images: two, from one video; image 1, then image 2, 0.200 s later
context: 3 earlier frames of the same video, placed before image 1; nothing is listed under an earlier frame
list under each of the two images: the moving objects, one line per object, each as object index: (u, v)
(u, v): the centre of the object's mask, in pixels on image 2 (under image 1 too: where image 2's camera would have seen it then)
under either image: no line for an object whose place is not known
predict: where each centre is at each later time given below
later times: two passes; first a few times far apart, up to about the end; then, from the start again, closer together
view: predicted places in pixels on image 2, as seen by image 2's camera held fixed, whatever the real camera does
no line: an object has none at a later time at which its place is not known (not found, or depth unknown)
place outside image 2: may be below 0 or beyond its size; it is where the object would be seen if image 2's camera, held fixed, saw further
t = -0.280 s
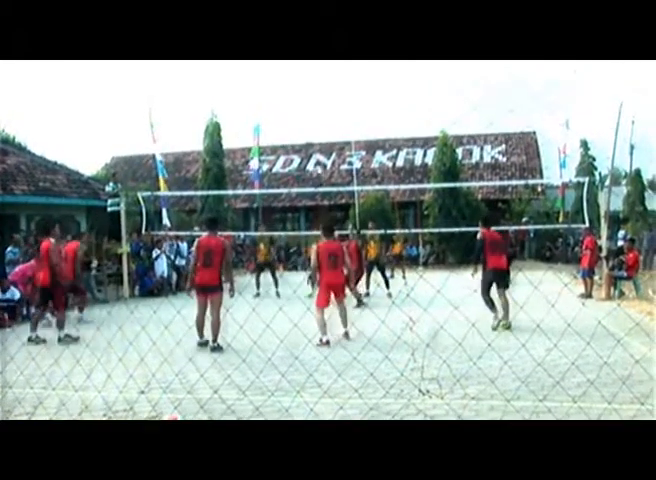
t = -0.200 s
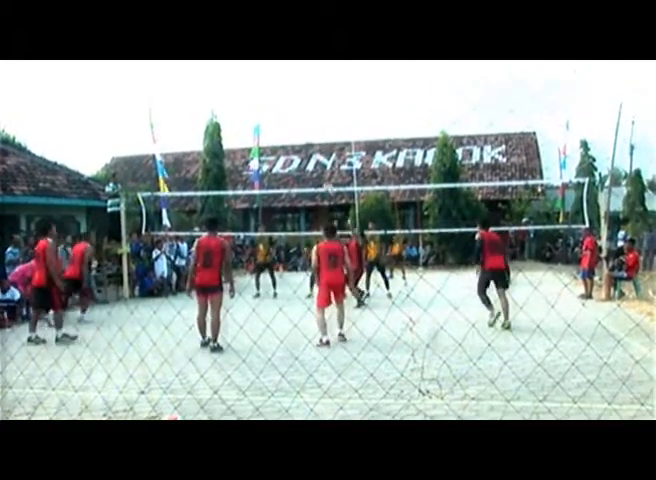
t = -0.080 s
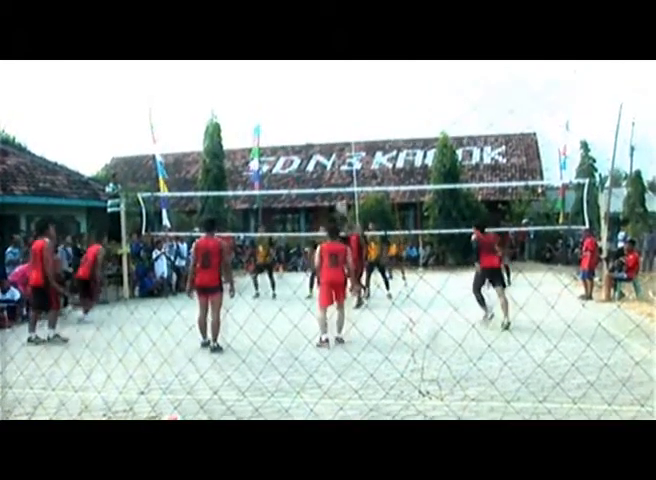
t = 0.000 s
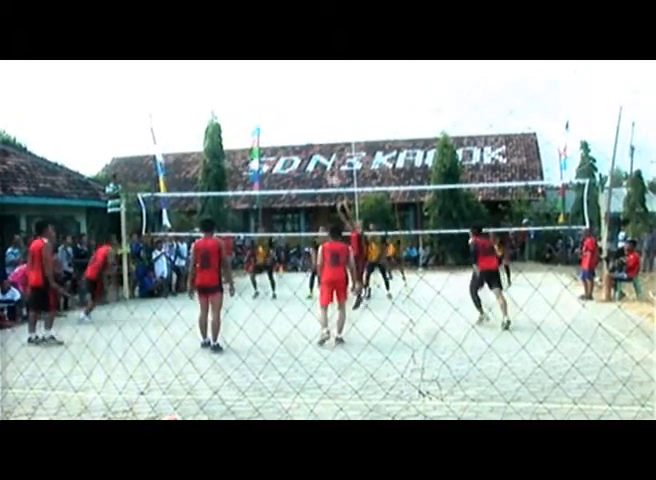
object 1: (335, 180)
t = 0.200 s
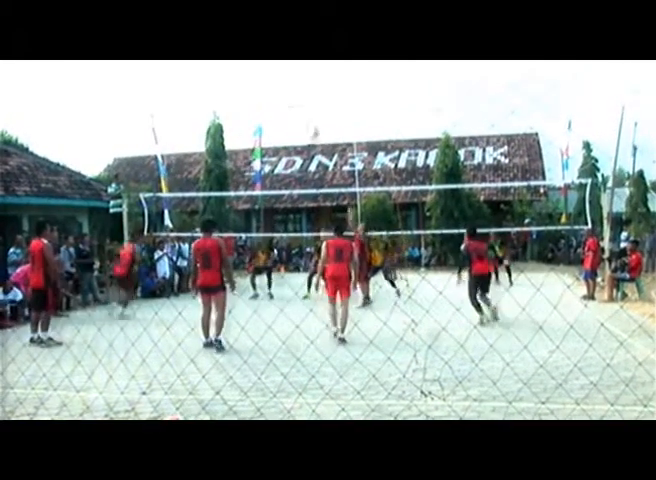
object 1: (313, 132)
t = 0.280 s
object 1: (307, 117)
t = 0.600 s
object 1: (278, 99)
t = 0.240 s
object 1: (312, 126)
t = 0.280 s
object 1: (307, 117)
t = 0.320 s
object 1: (303, 115)
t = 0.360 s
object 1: (299, 110)
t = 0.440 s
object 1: (291, 104)
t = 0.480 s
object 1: (287, 103)
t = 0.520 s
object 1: (285, 101)
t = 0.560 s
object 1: (280, 99)
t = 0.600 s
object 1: (278, 99)
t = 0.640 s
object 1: (275, 100)
